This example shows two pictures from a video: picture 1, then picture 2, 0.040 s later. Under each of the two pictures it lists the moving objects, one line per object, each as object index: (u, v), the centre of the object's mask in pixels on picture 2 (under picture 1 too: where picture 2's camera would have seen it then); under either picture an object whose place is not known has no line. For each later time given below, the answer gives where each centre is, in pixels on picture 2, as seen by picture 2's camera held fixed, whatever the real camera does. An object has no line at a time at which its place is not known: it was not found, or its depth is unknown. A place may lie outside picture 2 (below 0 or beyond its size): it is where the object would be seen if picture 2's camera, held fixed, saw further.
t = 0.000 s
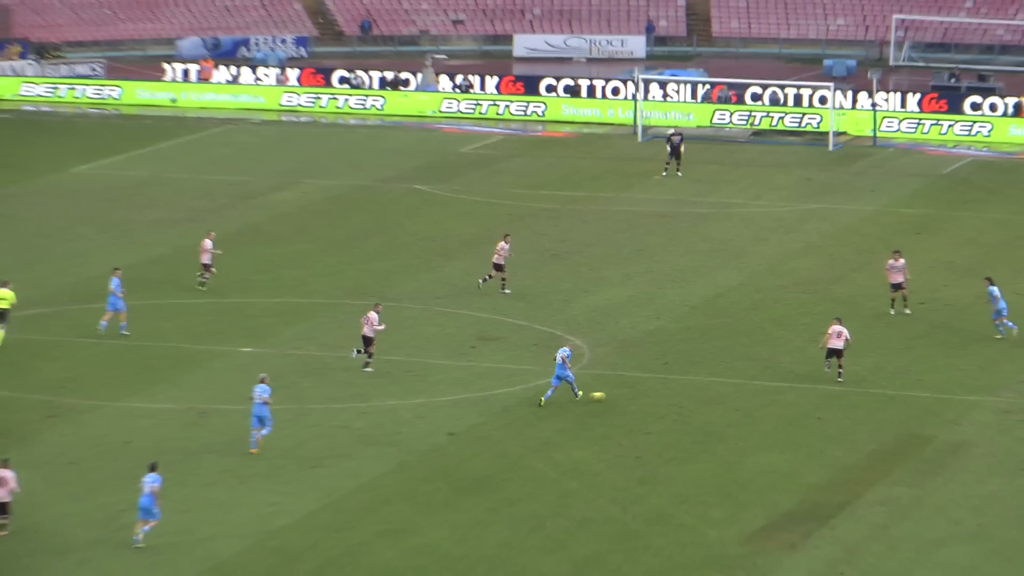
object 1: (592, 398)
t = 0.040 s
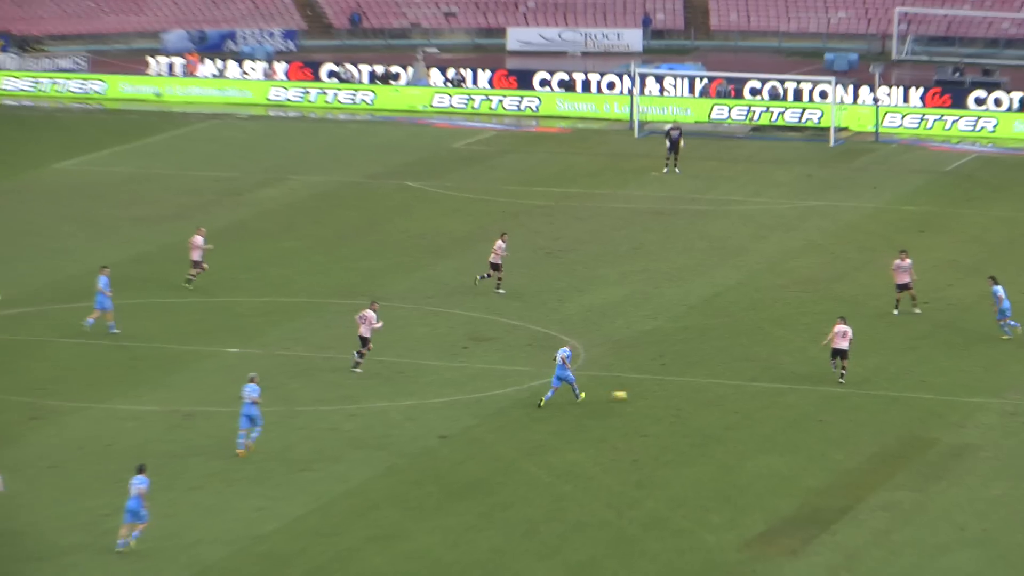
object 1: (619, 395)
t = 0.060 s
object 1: (633, 394)
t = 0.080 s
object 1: (645, 394)
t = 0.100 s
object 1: (659, 393)
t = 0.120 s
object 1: (671, 392)
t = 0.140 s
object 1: (684, 391)
